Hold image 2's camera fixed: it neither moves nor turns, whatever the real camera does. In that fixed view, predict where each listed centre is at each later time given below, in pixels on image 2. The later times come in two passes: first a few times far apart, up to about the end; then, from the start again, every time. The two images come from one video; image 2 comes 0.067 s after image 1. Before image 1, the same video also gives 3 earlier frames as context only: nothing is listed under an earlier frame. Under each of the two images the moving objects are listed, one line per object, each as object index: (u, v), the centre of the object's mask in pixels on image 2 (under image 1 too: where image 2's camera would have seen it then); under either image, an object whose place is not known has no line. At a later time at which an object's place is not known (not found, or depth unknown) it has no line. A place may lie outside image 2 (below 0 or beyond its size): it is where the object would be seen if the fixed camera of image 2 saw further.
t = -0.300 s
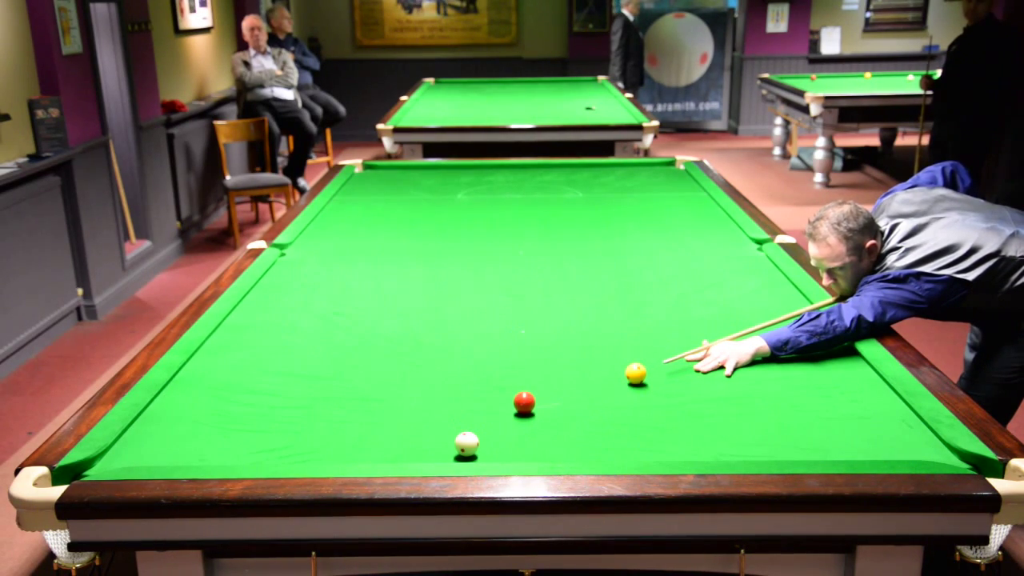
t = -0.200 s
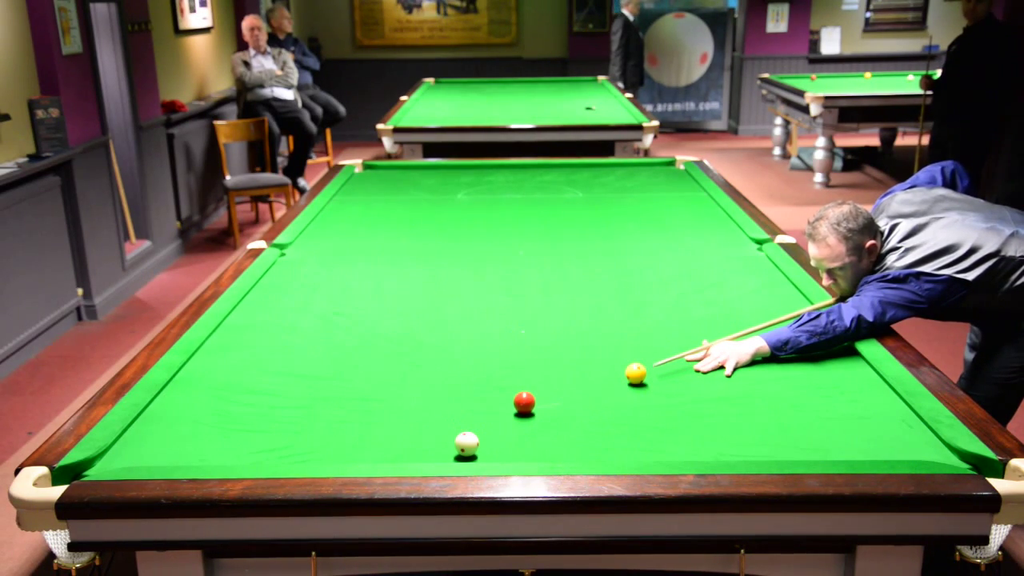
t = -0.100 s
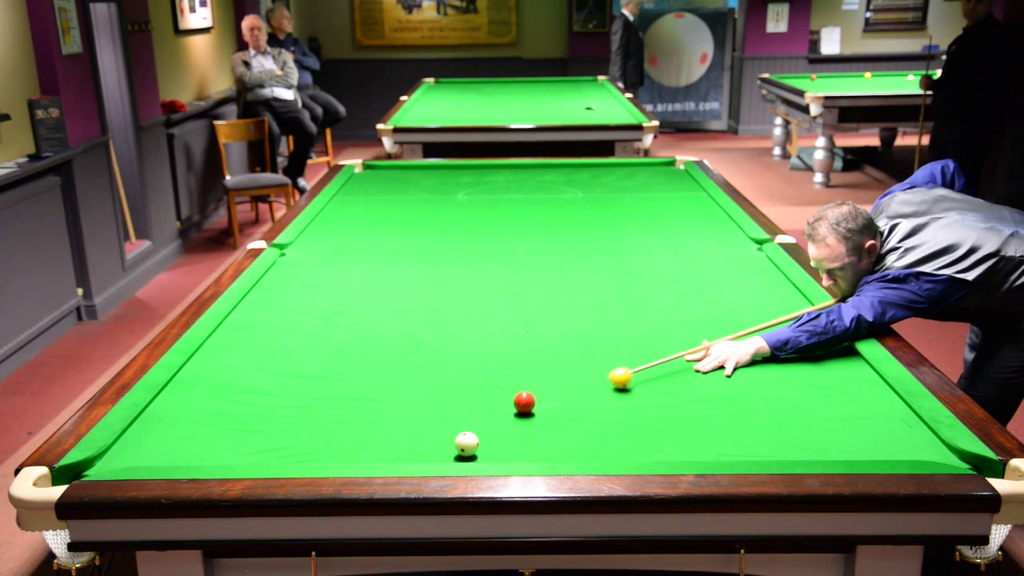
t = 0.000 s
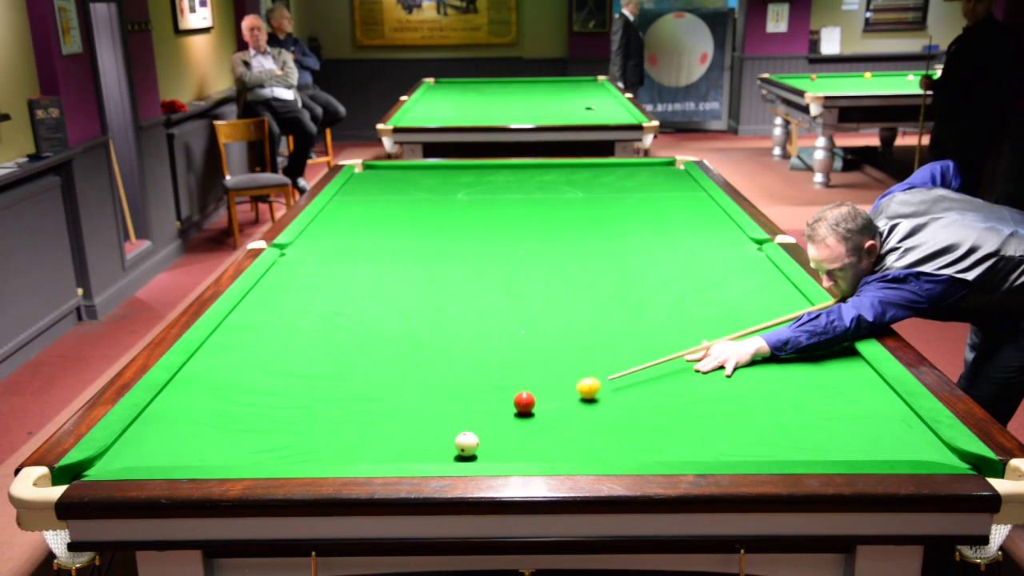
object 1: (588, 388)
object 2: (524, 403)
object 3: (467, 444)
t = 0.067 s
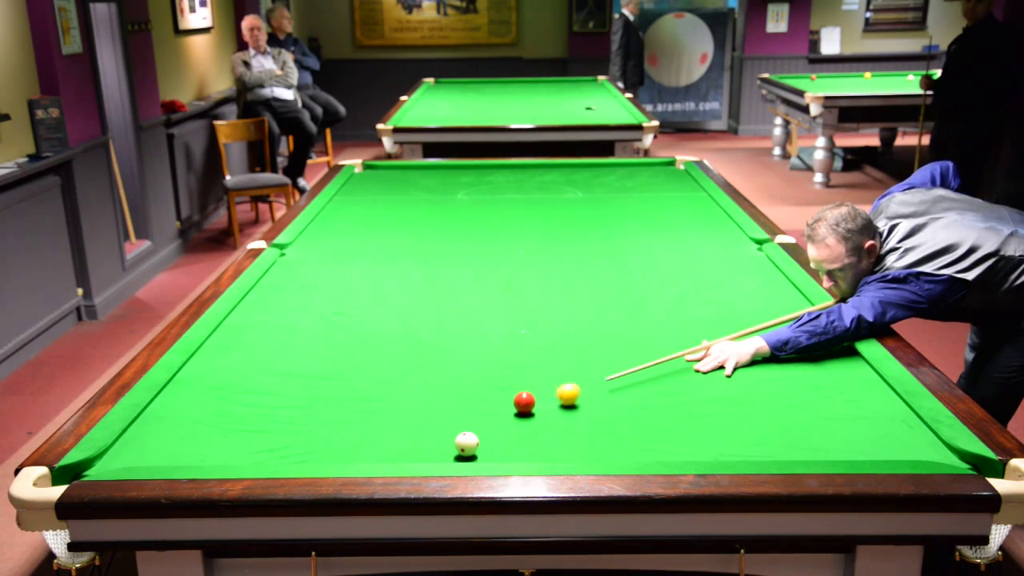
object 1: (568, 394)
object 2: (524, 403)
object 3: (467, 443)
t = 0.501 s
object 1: (527, 428)
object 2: (439, 409)
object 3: (467, 444)
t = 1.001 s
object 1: (490, 454)
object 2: (334, 419)
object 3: (467, 444)
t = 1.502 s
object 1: (478, 449)
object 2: (234, 428)
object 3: (447, 435)
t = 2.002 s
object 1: (477, 449)
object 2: (140, 436)
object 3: (430, 427)
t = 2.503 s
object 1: (477, 449)
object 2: (163, 442)
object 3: (419, 423)
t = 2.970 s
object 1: (477, 449)
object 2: (193, 446)
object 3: (413, 421)
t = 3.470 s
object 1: (477, 449)
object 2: (218, 448)
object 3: (413, 421)
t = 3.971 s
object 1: (477, 448)
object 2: (234, 450)
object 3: (413, 421)
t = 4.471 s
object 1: (477, 448)
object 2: (242, 451)
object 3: (413, 421)
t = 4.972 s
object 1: (477, 448)
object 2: (242, 452)
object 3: (413, 421)
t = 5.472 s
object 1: (477, 448)
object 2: (242, 452)
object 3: (413, 421)
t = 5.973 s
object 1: (477, 449)
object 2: (242, 452)
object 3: (413, 421)
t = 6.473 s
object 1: (477, 449)
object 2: (242, 452)
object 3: (413, 421)
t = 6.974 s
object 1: (477, 448)
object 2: (242, 452)
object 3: (413, 421)
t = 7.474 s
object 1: (477, 448)
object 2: (242, 452)
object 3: (413, 421)
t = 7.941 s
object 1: (477, 448)
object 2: (242, 452)
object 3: (413, 421)
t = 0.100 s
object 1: (558, 397)
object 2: (524, 402)
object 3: (467, 443)
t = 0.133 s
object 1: (548, 400)
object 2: (524, 403)
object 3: (467, 443)
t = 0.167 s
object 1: (546, 403)
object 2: (515, 403)
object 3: (467, 443)
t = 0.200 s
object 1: (546, 405)
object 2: (506, 403)
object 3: (467, 444)
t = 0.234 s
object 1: (544, 408)
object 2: (497, 404)
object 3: (467, 444)
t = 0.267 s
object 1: (542, 410)
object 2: (490, 405)
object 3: (467, 444)
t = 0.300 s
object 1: (540, 413)
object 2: (482, 406)
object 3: (467, 444)
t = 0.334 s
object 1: (538, 415)
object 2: (475, 406)
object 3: (467, 444)
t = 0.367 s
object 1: (536, 418)
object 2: (468, 407)
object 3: (467, 444)
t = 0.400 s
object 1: (533, 420)
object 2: (460, 408)
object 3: (467, 444)
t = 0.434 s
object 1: (531, 423)
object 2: (453, 408)
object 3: (467, 444)
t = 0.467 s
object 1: (529, 425)
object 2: (446, 409)
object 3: (467, 444)
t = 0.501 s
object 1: (527, 428)
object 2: (439, 409)
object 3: (467, 444)
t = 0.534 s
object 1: (524, 431)
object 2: (432, 410)
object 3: (467, 443)
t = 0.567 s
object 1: (522, 433)
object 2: (425, 411)
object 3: (467, 444)
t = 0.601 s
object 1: (520, 436)
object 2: (418, 411)
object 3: (467, 444)
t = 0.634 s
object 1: (518, 438)
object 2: (410, 412)
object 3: (467, 444)
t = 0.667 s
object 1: (515, 441)
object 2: (403, 412)
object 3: (467, 444)
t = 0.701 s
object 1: (513, 444)
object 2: (396, 413)
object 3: (467, 444)
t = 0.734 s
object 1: (511, 446)
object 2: (390, 413)
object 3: (467, 444)
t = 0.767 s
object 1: (508, 449)
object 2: (382, 415)
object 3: (467, 444)
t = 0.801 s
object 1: (506, 451)
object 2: (375, 415)
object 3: (467, 444)
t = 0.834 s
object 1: (504, 452)
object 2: (368, 416)
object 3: (467, 444)
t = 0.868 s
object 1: (501, 454)
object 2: (361, 416)
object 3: (467, 444)
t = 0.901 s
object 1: (499, 455)
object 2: (354, 417)
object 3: (467, 444)
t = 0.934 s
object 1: (496, 455)
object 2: (347, 417)
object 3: (467, 444)
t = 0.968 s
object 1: (493, 454)
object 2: (340, 418)
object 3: (467, 444)
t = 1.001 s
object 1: (490, 454)
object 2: (334, 419)
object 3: (467, 444)
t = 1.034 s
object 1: (488, 453)
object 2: (327, 420)
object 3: (467, 444)
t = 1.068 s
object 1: (484, 452)
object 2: (320, 420)
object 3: (466, 443)
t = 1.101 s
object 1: (482, 452)
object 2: (313, 421)
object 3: (465, 442)
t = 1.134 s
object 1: (481, 451)
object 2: (306, 421)
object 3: (464, 442)
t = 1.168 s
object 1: (481, 451)
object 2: (300, 422)
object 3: (462, 441)
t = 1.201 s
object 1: (481, 450)
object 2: (293, 422)
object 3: (461, 441)
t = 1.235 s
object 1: (480, 450)
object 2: (286, 423)
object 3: (459, 440)
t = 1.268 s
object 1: (480, 450)
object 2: (280, 424)
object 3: (458, 439)
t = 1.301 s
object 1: (480, 450)
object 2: (273, 424)
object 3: (456, 439)
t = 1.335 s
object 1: (480, 450)
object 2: (267, 425)
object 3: (454, 438)
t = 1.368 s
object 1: (479, 450)
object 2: (260, 425)
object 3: (453, 437)
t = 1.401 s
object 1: (479, 449)
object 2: (253, 426)
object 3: (451, 437)
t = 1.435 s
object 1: (478, 449)
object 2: (247, 427)
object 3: (450, 436)
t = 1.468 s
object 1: (478, 449)
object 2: (241, 427)
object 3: (448, 435)
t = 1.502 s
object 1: (478, 449)
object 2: (234, 428)
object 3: (447, 435)
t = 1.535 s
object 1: (478, 449)
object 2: (227, 428)
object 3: (445, 434)
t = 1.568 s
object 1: (477, 449)
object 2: (221, 429)
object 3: (444, 434)
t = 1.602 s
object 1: (477, 449)
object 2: (215, 429)
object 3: (443, 433)
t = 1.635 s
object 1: (477, 449)
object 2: (208, 430)
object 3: (441, 432)
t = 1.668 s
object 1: (477, 449)
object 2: (202, 431)
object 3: (440, 432)
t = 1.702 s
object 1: (477, 449)
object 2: (195, 432)
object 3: (439, 431)
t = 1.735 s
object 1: (477, 449)
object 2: (189, 432)
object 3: (438, 431)
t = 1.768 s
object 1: (477, 449)
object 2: (183, 433)
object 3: (437, 430)
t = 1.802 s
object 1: (477, 449)
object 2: (177, 433)
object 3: (436, 430)
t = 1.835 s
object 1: (477, 449)
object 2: (170, 434)
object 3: (435, 429)
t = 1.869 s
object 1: (477, 449)
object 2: (164, 434)
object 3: (434, 429)
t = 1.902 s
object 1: (477, 449)
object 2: (158, 435)
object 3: (433, 428)
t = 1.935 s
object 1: (477, 449)
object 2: (152, 436)
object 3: (432, 428)
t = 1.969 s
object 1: (477, 449)
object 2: (146, 436)
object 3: (431, 427)
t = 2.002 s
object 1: (477, 449)
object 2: (140, 436)
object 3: (430, 427)
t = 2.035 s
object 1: (477, 449)
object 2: (134, 437)
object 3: (429, 427)
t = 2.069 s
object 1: (477, 449)
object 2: (128, 438)
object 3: (428, 426)
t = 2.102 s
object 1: (477, 449)
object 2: (131, 438)
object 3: (427, 426)
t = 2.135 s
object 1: (477, 449)
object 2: (134, 438)
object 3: (426, 426)
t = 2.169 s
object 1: (477, 449)
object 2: (137, 439)
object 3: (425, 425)
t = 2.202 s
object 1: (477, 449)
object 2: (140, 439)
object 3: (424, 425)
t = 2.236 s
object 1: (477, 449)
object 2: (142, 439)
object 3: (424, 425)
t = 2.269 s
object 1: (477, 449)
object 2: (145, 440)
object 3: (423, 424)
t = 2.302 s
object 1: (477, 449)
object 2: (148, 440)
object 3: (422, 424)
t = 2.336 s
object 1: (477, 449)
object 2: (150, 440)
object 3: (422, 424)
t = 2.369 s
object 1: (477, 449)
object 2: (153, 441)
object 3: (421, 423)
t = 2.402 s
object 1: (477, 449)
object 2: (155, 441)
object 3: (420, 423)
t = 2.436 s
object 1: (477, 449)
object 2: (158, 441)
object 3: (420, 423)
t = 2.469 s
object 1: (477, 449)
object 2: (160, 442)
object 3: (419, 423)
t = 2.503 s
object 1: (477, 449)
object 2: (163, 442)
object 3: (419, 423)
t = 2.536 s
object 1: (477, 449)
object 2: (165, 442)
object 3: (418, 422)
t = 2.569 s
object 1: (477, 449)
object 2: (167, 442)
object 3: (417, 422)
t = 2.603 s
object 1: (477, 449)
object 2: (170, 443)
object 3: (417, 422)
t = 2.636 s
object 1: (477, 449)
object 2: (172, 443)
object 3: (416, 422)
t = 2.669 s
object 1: (477, 449)
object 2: (174, 443)
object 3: (416, 422)
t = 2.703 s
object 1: (477, 449)
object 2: (176, 444)
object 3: (416, 422)
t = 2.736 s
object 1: (477, 449)
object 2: (179, 444)
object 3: (415, 421)
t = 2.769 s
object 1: (477, 449)
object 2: (181, 444)
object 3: (415, 421)
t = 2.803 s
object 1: (477, 449)
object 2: (183, 444)
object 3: (415, 421)
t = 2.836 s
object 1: (477, 449)
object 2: (185, 445)
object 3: (414, 421)
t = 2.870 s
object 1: (477, 449)
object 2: (187, 445)
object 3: (414, 421)
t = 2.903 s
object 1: (477, 449)
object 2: (189, 445)
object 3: (414, 421)
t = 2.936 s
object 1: (477, 449)
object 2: (191, 445)
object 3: (413, 421)
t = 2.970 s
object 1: (477, 449)
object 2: (193, 446)
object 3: (413, 421)
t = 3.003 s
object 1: (477, 449)
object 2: (195, 446)
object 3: (413, 421)
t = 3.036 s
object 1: (477, 449)
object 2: (197, 446)
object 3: (413, 421)
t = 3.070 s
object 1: (477, 449)
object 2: (198, 446)
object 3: (413, 421)
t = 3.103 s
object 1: (477, 449)
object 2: (200, 447)
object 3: (413, 421)
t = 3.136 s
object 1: (477, 449)
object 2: (202, 447)
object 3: (413, 421)
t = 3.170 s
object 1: (477, 449)
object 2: (203, 447)
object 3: (413, 421)
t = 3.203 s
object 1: (477, 449)
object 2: (205, 447)
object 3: (413, 421)
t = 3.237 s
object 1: (477, 449)
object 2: (207, 447)
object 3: (413, 421)
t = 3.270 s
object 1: (477, 449)
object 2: (209, 447)
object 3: (413, 421)
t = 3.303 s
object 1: (477, 449)
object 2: (211, 447)
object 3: (413, 421)
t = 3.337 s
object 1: (477, 449)
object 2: (212, 448)
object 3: (413, 421)
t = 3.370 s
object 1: (477, 449)
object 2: (213, 448)
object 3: (413, 421)
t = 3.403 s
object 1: (477, 449)
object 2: (215, 448)
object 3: (413, 421)
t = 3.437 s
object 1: (477, 449)
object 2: (216, 448)
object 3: (413, 421)
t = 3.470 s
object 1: (477, 449)
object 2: (218, 448)
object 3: (413, 421)
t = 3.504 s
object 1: (477, 449)
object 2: (219, 448)
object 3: (413, 421)
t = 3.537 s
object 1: (477, 449)
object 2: (221, 449)
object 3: (413, 421)
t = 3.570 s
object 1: (477, 449)
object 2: (222, 449)
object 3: (413, 421)
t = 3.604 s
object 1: (477, 449)
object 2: (223, 449)
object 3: (413, 421)
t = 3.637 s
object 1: (477, 449)
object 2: (224, 449)
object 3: (413, 421)
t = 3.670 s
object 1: (477, 449)
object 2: (226, 449)
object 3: (413, 421)
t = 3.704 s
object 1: (477, 449)
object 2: (227, 449)
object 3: (413, 421)
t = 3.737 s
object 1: (477, 449)
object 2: (228, 449)
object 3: (413, 421)
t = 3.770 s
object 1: (477, 449)
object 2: (229, 450)
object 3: (413, 421)
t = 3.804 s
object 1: (477, 449)
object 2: (230, 450)
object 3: (413, 421)
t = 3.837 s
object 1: (477, 449)
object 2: (231, 450)
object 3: (413, 421)
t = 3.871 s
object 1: (477, 449)
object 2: (232, 450)
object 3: (413, 421)
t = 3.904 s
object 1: (477, 449)
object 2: (233, 450)
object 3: (413, 421)
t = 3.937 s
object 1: (477, 449)
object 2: (234, 450)
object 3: (413, 421)
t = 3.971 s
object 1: (477, 448)
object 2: (234, 450)
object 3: (413, 421)
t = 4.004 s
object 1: (477, 449)
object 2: (235, 450)
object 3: (413, 421)
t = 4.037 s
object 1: (477, 448)
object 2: (236, 450)
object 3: (413, 421)
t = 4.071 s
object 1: (477, 449)
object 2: (237, 450)
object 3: (413, 421)
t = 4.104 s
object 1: (477, 449)
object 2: (237, 451)
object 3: (413, 421)
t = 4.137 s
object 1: (477, 449)
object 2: (238, 451)
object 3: (413, 421)
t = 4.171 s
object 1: (477, 448)
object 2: (239, 451)
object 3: (413, 421)
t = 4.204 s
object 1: (477, 448)
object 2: (239, 451)
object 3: (413, 421)
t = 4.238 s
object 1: (477, 449)
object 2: (240, 451)
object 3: (413, 421)
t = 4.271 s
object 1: (477, 448)
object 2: (240, 451)
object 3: (413, 421)
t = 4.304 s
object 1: (477, 448)
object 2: (241, 451)
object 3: (413, 421)
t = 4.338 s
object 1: (477, 449)
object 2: (241, 451)
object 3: (413, 421)
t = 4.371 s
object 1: (477, 448)
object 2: (241, 451)
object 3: (413, 421)
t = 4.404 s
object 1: (477, 449)
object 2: (242, 451)
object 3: (413, 421)
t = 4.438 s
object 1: (477, 448)
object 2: (242, 451)
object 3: (413, 421)
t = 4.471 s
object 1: (477, 448)
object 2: (242, 451)
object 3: (413, 421)
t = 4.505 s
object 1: (477, 449)
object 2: (242, 452)
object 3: (413, 421)
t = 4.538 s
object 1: (477, 449)
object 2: (242, 452)
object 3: (413, 421)
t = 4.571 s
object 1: (477, 449)
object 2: (242, 452)
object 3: (413, 421)
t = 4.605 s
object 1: (477, 448)
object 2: (243, 452)
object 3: (413, 421)
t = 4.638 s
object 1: (477, 448)
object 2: (243, 452)
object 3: (413, 421)
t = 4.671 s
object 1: (477, 448)
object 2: (243, 452)
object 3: (413, 421)
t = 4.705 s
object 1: (477, 448)
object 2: (243, 452)
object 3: (413, 421)
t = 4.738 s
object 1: (477, 448)
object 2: (243, 452)
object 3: (413, 421)
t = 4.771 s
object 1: (477, 449)
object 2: (243, 452)
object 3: (413, 421)
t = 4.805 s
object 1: (477, 449)
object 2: (243, 452)
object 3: (413, 421)
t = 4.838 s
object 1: (477, 449)
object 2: (243, 452)
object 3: (413, 421)
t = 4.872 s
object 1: (477, 448)
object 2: (243, 452)
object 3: (413, 421)
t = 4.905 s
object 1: (477, 449)
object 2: (243, 452)
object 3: (413, 421)
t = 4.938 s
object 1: (477, 449)
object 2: (242, 452)
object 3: (413, 421)
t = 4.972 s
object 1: (477, 448)
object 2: (242, 452)
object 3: (413, 421)
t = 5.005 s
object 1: (477, 448)
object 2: (243, 452)
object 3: (413, 421)
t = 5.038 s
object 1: (477, 448)
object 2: (242, 452)
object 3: (413, 421)
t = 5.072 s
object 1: (477, 449)
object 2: (242, 452)
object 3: (413, 421)
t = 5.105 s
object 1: (477, 448)
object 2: (242, 452)
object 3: (413, 421)
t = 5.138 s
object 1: (477, 448)
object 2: (242, 452)
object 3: (413, 421)
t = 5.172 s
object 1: (477, 449)
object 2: (242, 452)
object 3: (413, 421)
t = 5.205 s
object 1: (477, 449)
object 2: (242, 452)
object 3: (413, 421)
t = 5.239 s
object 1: (477, 449)
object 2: (242, 452)
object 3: (413, 421)
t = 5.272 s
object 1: (477, 449)
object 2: (242, 452)
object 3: (413, 421)
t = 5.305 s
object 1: (477, 449)
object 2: (242, 452)
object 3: (413, 421)
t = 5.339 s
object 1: (477, 449)
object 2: (243, 452)
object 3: (413, 421)
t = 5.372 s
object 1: (477, 448)
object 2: (243, 452)
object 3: (413, 421)
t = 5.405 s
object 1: (477, 448)
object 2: (242, 452)
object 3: (413, 421)
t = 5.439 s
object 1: (477, 448)
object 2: (242, 452)
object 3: (413, 421)
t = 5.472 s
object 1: (477, 448)
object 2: (242, 452)
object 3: (413, 421)
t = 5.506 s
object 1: (477, 448)
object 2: (242, 452)
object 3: (413, 421)
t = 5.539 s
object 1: (477, 448)
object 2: (242, 452)
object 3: (413, 421)
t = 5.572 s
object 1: (477, 448)
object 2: (242, 452)
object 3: (413, 421)
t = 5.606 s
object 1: (477, 448)
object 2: (242, 452)
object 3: (413, 421)
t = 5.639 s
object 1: (477, 448)
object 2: (242, 452)
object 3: (413, 421)
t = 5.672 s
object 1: (477, 448)
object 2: (242, 452)
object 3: (413, 421)
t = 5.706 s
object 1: (477, 449)
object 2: (242, 452)
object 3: (413, 421)
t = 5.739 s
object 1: (477, 449)
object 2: (242, 452)
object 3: (413, 421)
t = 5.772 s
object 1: (477, 449)
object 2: (242, 452)
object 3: (413, 421)
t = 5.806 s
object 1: (477, 449)
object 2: (242, 452)
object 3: (413, 421)
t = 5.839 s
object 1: (477, 448)
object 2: (242, 452)
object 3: (413, 421)
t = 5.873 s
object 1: (477, 448)
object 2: (242, 452)
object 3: (413, 421)
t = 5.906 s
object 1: (477, 448)
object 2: (242, 452)
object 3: (413, 421)
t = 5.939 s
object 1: (477, 448)
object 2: (242, 452)
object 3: (413, 421)
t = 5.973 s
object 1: (477, 449)
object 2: (242, 452)
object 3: (413, 421)
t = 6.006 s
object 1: (477, 449)
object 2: (242, 452)
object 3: (413, 421)
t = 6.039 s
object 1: (477, 449)
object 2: (242, 452)
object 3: (413, 421)
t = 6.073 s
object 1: (477, 448)
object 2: (242, 452)
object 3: (413, 421)
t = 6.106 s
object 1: (477, 448)
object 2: (242, 452)
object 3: (413, 421)
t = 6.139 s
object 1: (477, 449)
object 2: (242, 452)
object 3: (413, 421)
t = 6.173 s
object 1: (477, 449)
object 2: (242, 452)
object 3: (413, 421)
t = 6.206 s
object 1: (477, 449)
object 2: (242, 452)
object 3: (413, 421)
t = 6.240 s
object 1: (477, 449)
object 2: (242, 452)
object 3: (413, 421)
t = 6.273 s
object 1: (477, 448)
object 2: (242, 452)
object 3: (413, 421)
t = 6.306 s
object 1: (477, 448)
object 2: (242, 452)
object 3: (413, 421)
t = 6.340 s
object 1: (477, 448)
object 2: (242, 452)
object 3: (413, 421)
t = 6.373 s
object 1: (477, 448)
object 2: (242, 452)
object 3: (413, 421)
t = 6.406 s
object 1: (477, 448)
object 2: (242, 452)
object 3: (413, 421)
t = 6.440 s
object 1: (477, 449)
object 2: (242, 452)
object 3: (413, 421)
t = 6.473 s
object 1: (477, 449)
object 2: (242, 452)
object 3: (413, 421)
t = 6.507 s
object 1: (477, 449)
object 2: (242, 452)
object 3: (413, 421)
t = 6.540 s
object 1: (477, 449)
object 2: (242, 452)
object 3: (413, 421)
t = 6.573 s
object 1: (477, 449)
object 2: (242, 452)
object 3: (413, 421)
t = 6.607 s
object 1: (477, 448)
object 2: (242, 452)
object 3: (413, 421)
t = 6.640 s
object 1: (477, 448)
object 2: (242, 452)
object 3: (413, 421)
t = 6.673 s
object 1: (477, 448)
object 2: (242, 452)
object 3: (413, 421)
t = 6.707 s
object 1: (477, 448)
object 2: (242, 452)
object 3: (413, 421)
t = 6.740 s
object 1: (477, 448)
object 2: (242, 452)
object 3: (413, 421)
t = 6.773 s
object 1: (477, 449)
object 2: (242, 452)
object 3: (413, 421)
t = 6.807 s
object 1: (477, 449)
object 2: (242, 452)
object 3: (413, 421)
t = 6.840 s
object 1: (477, 448)
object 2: (242, 452)
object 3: (413, 421)
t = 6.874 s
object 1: (477, 449)
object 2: (242, 452)
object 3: (413, 421)
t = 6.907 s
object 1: (477, 449)
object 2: (242, 452)
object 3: (413, 421)
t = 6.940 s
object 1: (477, 449)
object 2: (242, 452)
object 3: (413, 421)
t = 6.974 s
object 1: (477, 448)
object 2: (242, 452)
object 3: (413, 421)
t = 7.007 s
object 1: (477, 448)
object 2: (242, 452)
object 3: (413, 421)
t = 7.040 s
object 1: (477, 449)
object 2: (242, 452)
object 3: (413, 421)
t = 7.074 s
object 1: (477, 449)
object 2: (242, 452)
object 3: (413, 421)
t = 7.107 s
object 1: (477, 448)
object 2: (242, 452)
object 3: (413, 421)
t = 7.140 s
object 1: (477, 448)
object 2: (242, 452)
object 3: (413, 421)
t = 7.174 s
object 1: (477, 449)
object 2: (242, 452)
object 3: (413, 421)
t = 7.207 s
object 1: (477, 449)
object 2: (242, 452)
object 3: (413, 421)
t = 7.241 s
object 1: (477, 449)
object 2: (242, 452)
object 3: (413, 421)
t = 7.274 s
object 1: (477, 448)
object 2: (242, 452)
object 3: (413, 421)
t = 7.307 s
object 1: (477, 449)
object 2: (242, 452)
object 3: (413, 421)
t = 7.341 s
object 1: (477, 449)
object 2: (242, 452)
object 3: (413, 421)
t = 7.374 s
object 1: (477, 448)
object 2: (242, 452)
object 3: (413, 421)
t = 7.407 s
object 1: (477, 448)
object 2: (242, 452)
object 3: (413, 421)
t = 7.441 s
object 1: (477, 448)
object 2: (242, 452)
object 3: (413, 421)
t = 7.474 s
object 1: (477, 448)
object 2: (242, 452)
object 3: (413, 421)
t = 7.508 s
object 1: (477, 449)
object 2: (242, 452)
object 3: (413, 421)
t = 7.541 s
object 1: (477, 448)
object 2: (242, 452)
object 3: (413, 421)
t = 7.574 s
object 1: (477, 448)
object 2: (242, 452)
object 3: (413, 421)
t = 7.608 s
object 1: (477, 448)
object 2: (242, 452)
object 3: (413, 421)
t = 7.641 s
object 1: (477, 448)
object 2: (242, 452)
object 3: (413, 421)
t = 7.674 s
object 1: (477, 448)
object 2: (242, 452)
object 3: (413, 421)
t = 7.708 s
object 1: (477, 448)
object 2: (242, 452)
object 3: (413, 421)
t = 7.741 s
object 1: (477, 448)
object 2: (242, 452)
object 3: (413, 421)
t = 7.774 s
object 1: (477, 448)
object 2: (242, 452)
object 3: (413, 421)
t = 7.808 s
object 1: (477, 448)
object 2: (242, 452)
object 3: (413, 421)
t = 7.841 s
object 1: (477, 448)
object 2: (242, 452)
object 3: (413, 421)
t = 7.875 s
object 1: (477, 448)
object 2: (242, 452)
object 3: (413, 421)
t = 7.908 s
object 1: (477, 448)
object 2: (242, 452)
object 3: (413, 421)
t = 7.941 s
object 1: (477, 448)
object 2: (242, 452)
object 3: (413, 421)
